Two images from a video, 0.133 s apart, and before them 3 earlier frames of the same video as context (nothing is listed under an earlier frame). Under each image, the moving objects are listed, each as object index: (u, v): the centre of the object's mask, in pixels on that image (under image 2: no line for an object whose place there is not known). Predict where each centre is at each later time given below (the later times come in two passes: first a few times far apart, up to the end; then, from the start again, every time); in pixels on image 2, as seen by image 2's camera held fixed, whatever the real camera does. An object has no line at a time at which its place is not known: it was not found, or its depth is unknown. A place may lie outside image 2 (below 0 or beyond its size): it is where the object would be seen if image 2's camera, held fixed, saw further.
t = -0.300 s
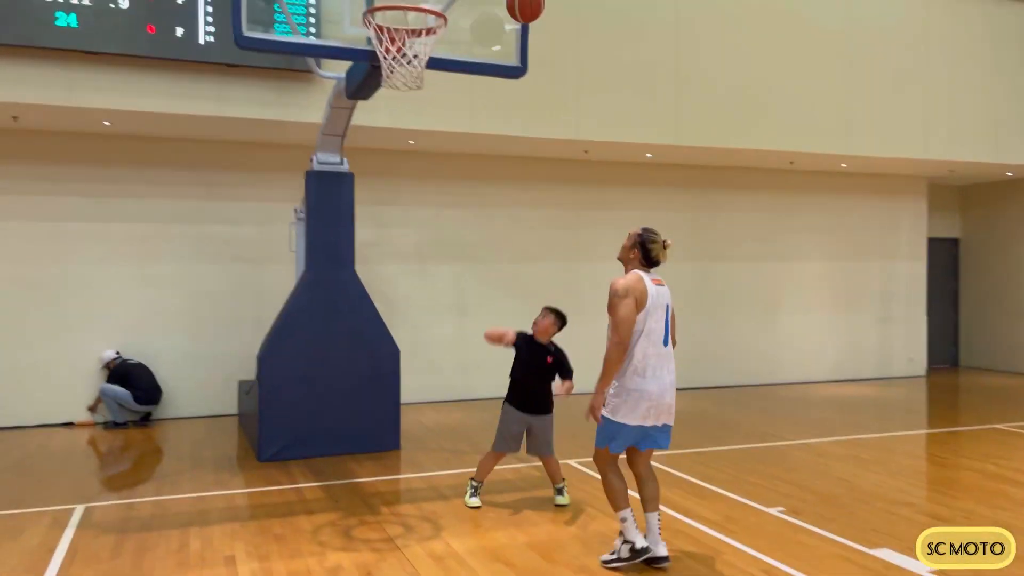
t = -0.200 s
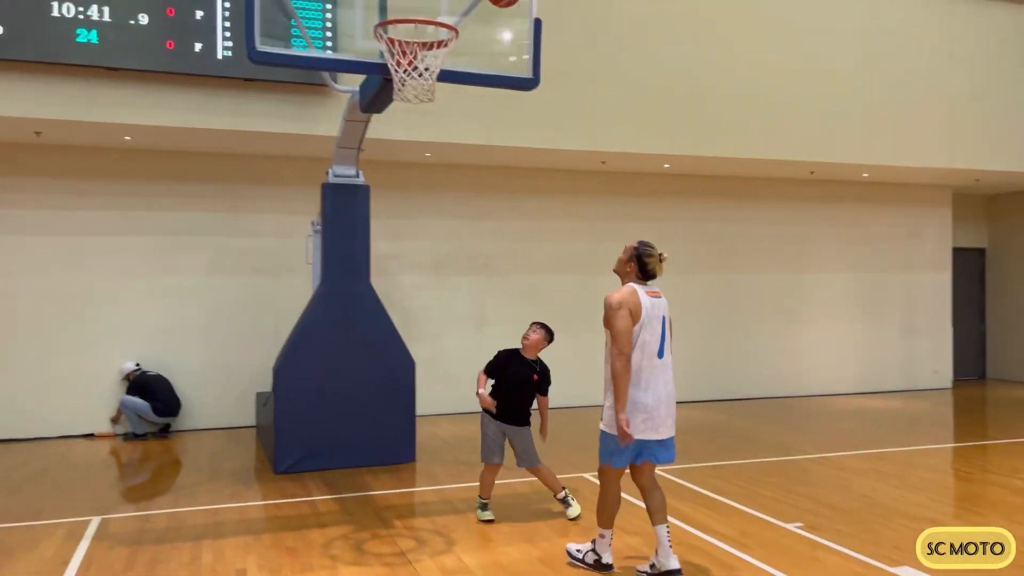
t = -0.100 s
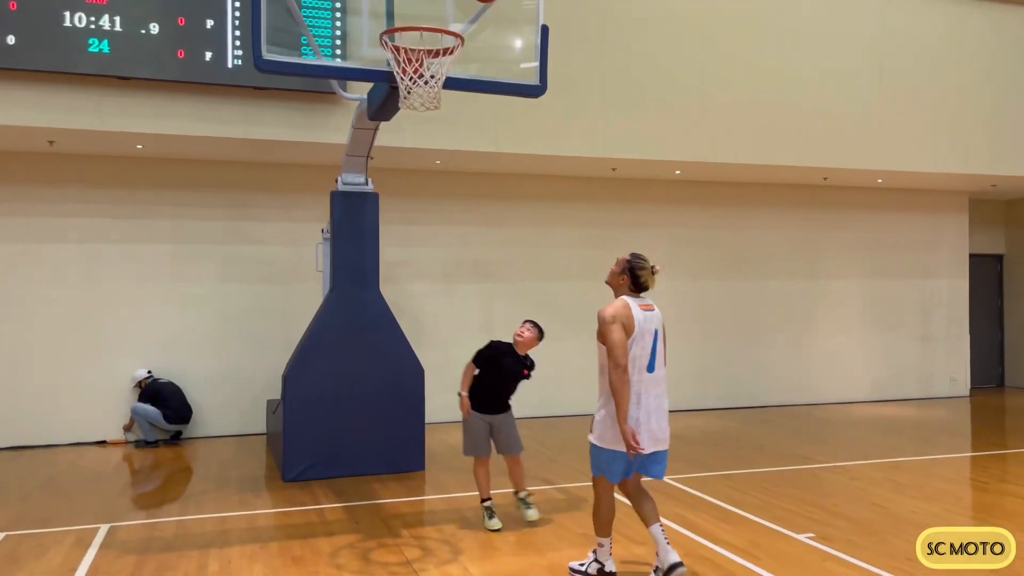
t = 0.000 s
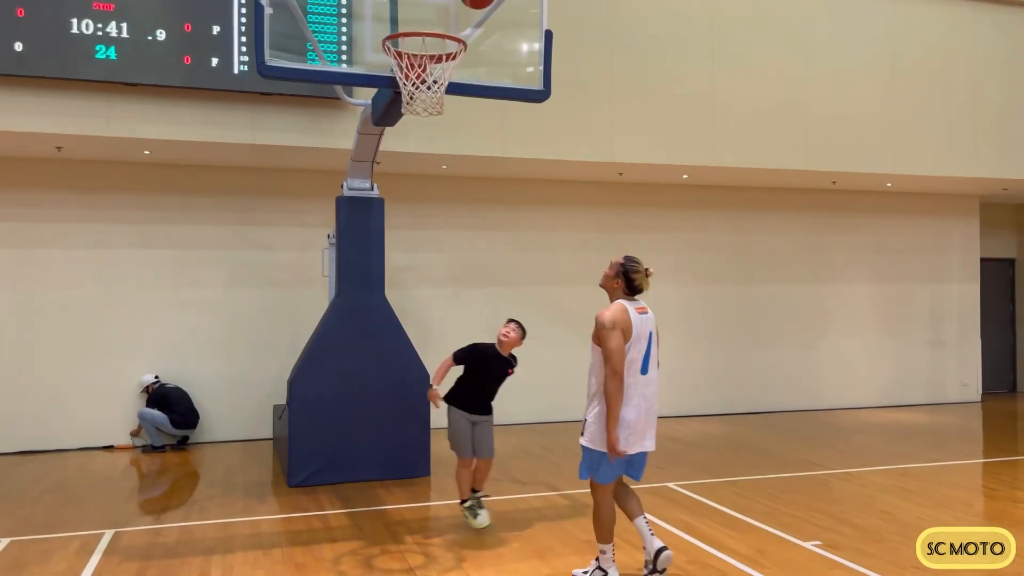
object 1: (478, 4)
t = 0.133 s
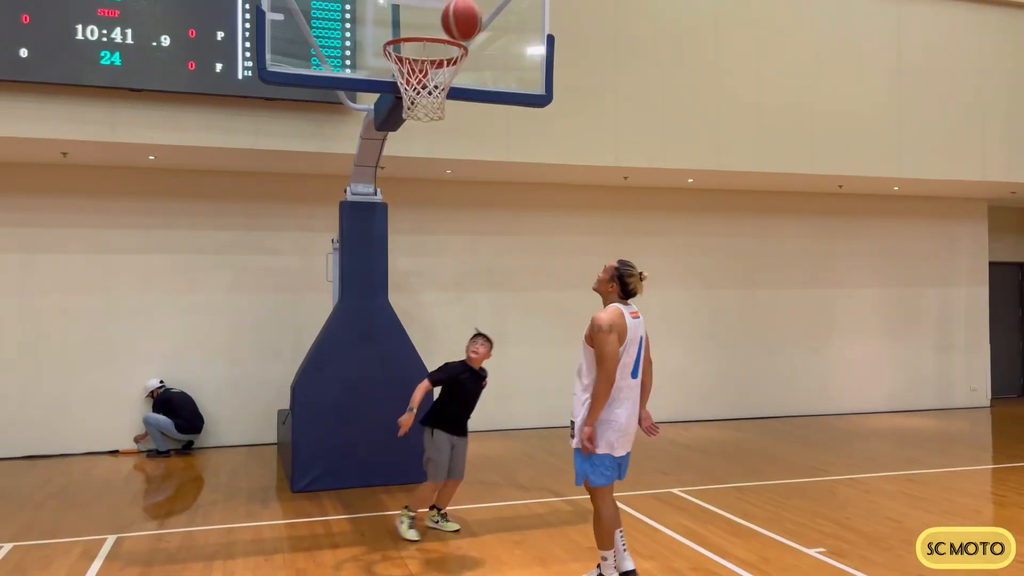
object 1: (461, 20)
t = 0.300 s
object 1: (430, 20)
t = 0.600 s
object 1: (422, 54)
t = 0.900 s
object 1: (427, 121)
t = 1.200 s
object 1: (409, 173)
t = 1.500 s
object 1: (392, 389)
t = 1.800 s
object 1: (376, 469)
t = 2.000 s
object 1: (365, 360)
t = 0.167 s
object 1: (457, 29)
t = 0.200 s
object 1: (451, 24)
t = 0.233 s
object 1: (444, 21)
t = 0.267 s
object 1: (437, 20)
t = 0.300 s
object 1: (430, 20)
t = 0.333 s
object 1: (423, 21)
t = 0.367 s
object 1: (416, 23)
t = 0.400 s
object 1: (410, 31)
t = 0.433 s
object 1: (412, 30)
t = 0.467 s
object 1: (415, 31)
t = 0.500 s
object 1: (416, 33)
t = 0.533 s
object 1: (418, 36)
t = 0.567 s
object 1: (421, 45)
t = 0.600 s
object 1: (422, 54)
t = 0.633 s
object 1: (423, 64)
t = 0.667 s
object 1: (428, 68)
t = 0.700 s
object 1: (425, 67)
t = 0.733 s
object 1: (424, 74)
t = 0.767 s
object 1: (431, 111)
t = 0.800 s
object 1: (425, 109)
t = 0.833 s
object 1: (427, 111)
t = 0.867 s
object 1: (428, 117)
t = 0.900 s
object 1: (427, 121)
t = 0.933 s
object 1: (425, 122)
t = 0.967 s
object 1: (423, 123)
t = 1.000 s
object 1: (421, 122)
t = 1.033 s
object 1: (419, 123)
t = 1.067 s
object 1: (417, 128)
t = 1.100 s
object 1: (415, 136)
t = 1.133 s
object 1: (413, 147)
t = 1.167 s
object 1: (411, 159)
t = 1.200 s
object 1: (409, 173)
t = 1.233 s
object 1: (407, 188)
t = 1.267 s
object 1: (405, 205)
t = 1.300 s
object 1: (403, 225)
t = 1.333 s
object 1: (401, 247)
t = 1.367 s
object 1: (399, 271)
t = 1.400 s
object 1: (397, 297)
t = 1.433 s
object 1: (396, 326)
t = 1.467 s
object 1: (394, 356)
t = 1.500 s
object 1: (392, 389)
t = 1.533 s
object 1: (390, 424)
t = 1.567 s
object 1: (389, 461)
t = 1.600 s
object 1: (388, 500)
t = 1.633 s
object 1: (386, 542)
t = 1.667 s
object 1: (386, 582)
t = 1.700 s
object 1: (383, 551)
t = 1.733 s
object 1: (381, 521)
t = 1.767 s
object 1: (379, 494)
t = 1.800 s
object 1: (376, 469)
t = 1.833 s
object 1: (374, 446)
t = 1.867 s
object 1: (372, 424)
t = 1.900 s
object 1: (370, 405)
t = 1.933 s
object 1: (369, 388)
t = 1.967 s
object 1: (367, 373)
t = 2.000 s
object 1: (365, 360)
